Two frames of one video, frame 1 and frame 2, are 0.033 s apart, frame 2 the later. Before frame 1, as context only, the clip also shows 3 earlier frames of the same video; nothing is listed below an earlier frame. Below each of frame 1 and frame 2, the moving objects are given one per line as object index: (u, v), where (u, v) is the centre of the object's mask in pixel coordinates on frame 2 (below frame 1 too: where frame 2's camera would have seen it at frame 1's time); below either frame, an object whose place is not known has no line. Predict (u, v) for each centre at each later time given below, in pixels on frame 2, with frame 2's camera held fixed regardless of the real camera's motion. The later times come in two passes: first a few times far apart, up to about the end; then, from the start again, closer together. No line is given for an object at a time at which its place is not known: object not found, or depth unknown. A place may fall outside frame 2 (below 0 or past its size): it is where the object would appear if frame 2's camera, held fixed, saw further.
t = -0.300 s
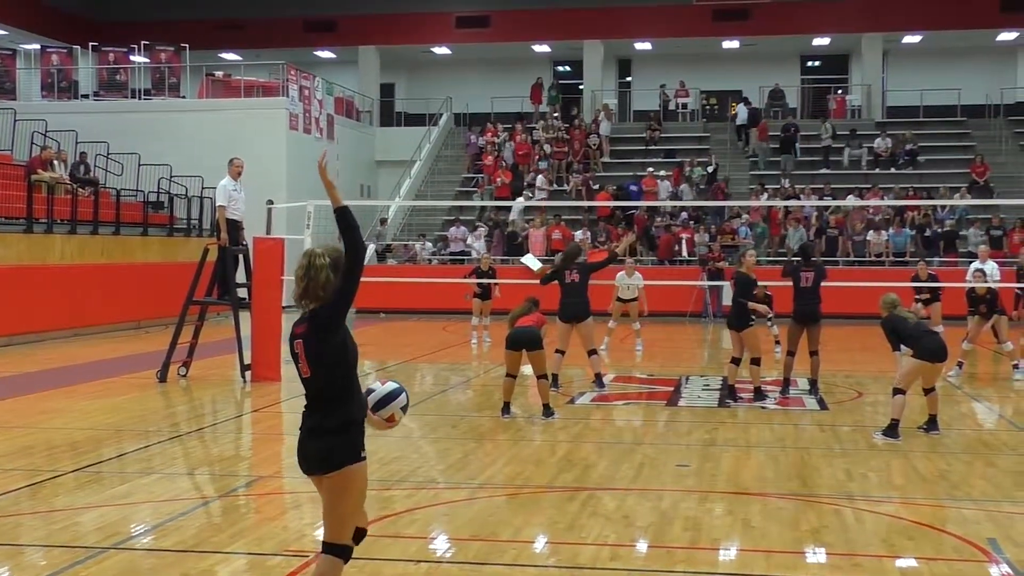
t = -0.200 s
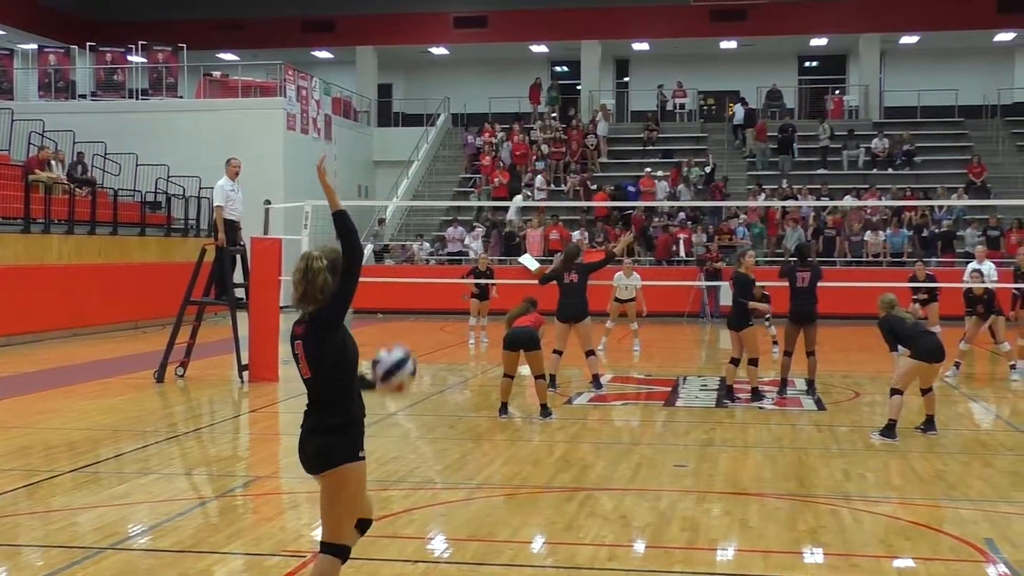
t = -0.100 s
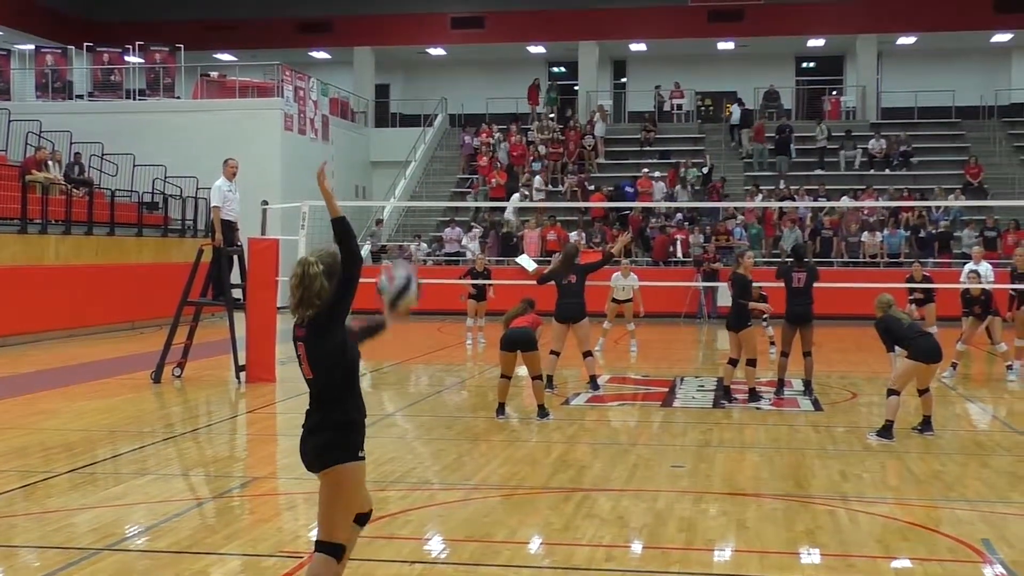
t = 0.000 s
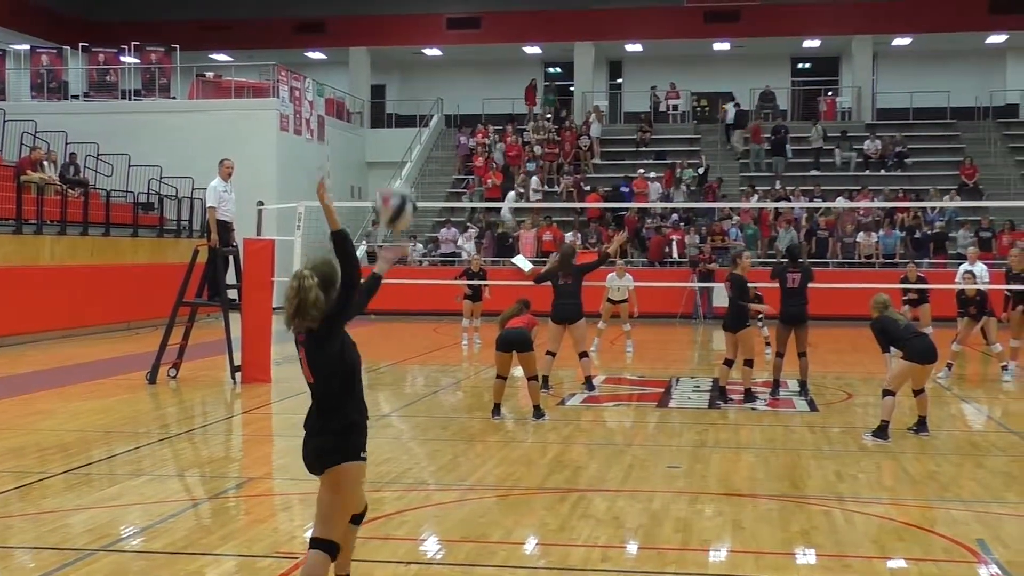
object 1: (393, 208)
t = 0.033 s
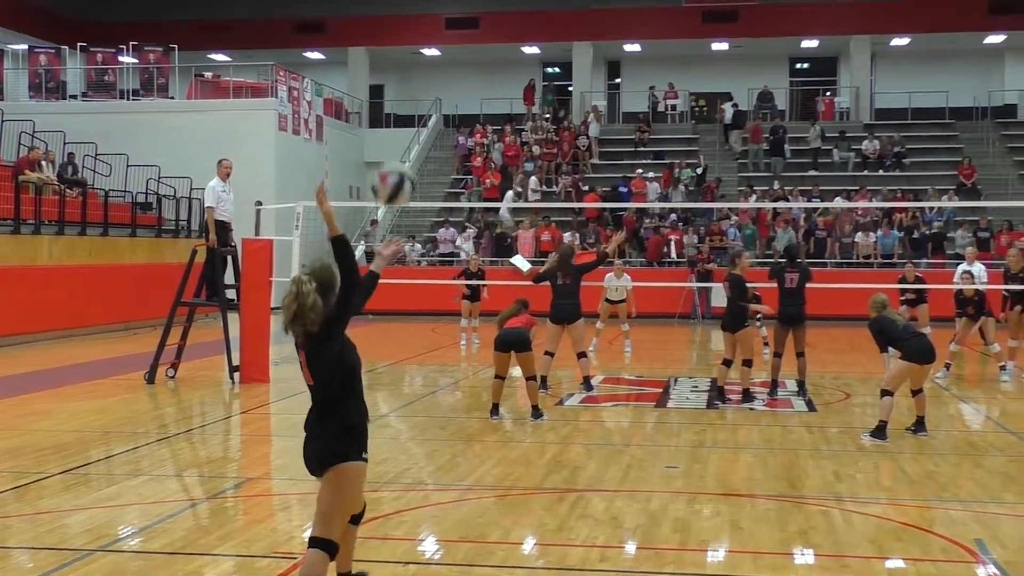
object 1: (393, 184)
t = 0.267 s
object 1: (392, 99)
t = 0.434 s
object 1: (384, 112)
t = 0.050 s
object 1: (393, 174)
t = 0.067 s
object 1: (393, 166)
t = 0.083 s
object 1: (394, 157)
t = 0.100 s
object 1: (394, 148)
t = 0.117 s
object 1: (394, 140)
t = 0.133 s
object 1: (394, 134)
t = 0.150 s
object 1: (393, 127)
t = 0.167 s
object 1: (393, 122)
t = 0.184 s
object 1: (393, 116)
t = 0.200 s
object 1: (393, 111)
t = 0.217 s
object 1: (392, 107)
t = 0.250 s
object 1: (392, 102)
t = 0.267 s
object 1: (392, 99)
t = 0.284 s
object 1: (392, 97)
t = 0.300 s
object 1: (392, 96)
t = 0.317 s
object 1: (391, 96)
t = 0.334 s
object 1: (391, 95)
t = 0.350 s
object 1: (391, 96)
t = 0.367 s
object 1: (389, 98)
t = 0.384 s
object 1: (385, 103)
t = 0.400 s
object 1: (385, 105)
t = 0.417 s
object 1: (385, 109)
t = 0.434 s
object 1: (384, 112)
